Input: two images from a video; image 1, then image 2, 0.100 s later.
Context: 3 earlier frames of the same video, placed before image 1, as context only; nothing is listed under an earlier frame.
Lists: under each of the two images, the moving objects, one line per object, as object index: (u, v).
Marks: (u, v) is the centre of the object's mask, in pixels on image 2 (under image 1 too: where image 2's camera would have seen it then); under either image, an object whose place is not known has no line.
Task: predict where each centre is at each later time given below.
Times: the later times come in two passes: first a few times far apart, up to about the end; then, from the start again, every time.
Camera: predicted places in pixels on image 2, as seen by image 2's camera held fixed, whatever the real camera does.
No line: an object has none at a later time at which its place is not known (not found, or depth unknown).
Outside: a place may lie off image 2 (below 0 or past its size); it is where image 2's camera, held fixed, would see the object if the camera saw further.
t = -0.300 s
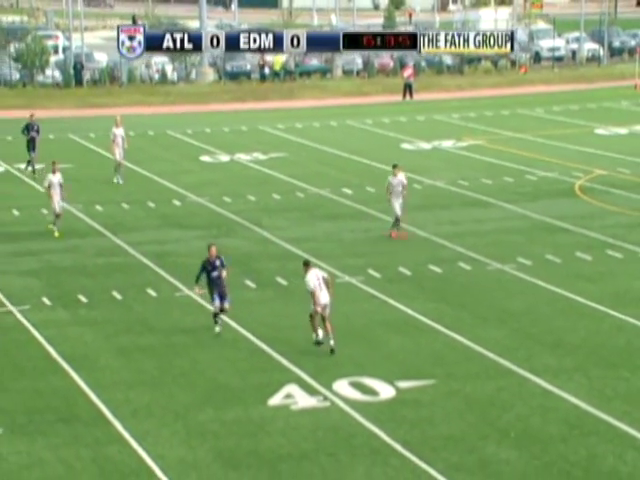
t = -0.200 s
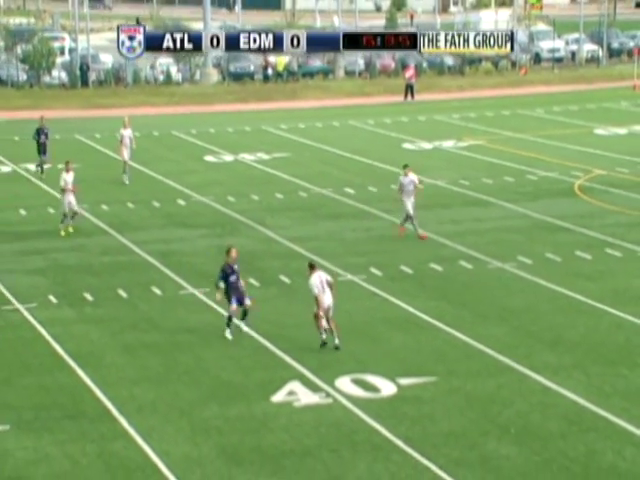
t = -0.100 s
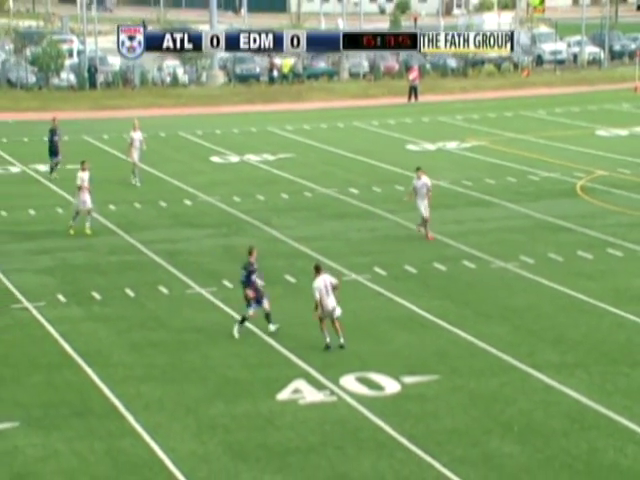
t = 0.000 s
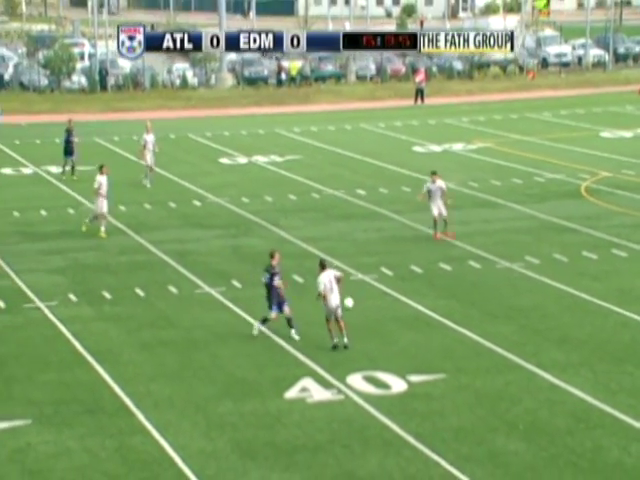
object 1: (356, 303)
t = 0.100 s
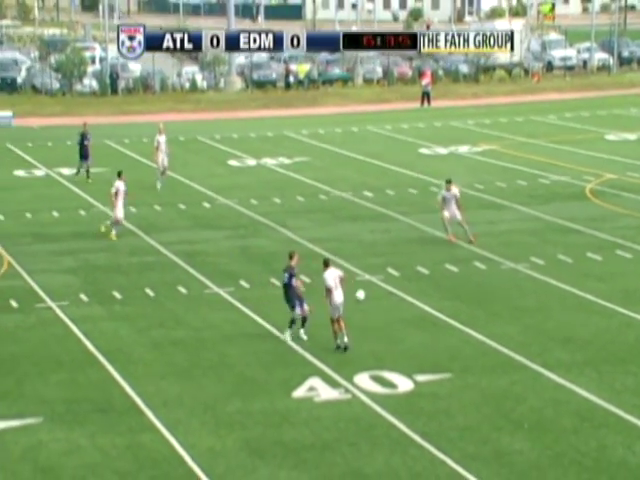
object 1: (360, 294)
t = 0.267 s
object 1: (367, 281)
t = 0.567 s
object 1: (379, 263)
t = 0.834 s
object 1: (387, 249)
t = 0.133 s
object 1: (362, 291)
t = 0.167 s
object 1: (363, 289)
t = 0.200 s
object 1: (364, 287)
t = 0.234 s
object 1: (366, 284)
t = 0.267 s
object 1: (367, 281)
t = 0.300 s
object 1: (369, 279)
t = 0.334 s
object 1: (370, 277)
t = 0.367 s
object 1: (371, 274)
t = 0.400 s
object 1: (372, 272)
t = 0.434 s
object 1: (374, 270)
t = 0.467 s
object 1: (375, 269)
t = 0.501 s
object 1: (376, 267)
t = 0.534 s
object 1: (377, 265)
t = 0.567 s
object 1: (379, 263)
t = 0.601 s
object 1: (379, 261)
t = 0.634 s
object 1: (381, 260)
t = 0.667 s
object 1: (382, 257)
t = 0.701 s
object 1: (383, 255)
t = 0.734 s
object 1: (384, 253)
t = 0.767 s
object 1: (385, 252)
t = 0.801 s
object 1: (386, 251)
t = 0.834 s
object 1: (387, 249)
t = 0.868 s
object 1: (388, 248)
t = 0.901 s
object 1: (389, 247)
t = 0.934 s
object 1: (390, 246)
